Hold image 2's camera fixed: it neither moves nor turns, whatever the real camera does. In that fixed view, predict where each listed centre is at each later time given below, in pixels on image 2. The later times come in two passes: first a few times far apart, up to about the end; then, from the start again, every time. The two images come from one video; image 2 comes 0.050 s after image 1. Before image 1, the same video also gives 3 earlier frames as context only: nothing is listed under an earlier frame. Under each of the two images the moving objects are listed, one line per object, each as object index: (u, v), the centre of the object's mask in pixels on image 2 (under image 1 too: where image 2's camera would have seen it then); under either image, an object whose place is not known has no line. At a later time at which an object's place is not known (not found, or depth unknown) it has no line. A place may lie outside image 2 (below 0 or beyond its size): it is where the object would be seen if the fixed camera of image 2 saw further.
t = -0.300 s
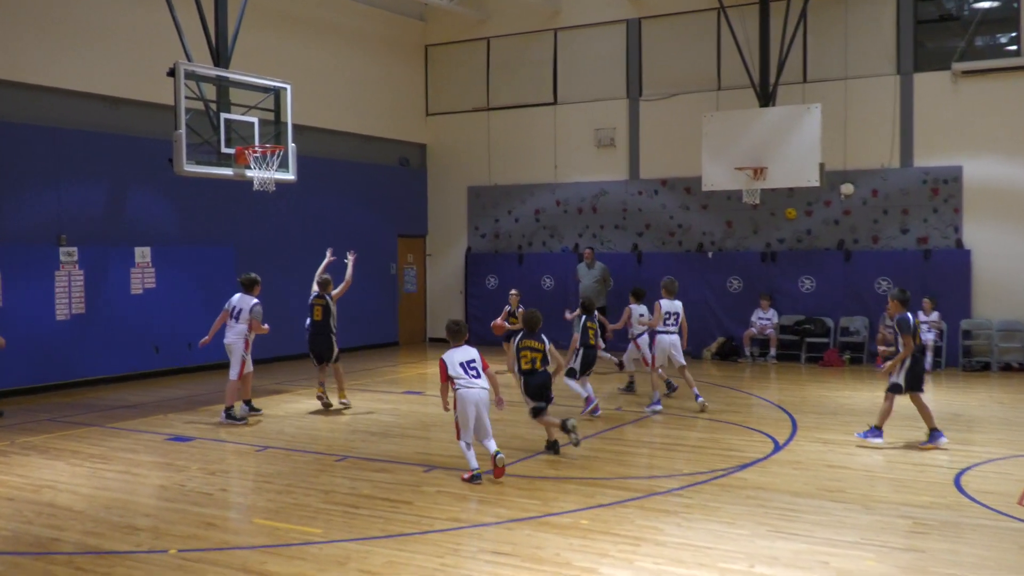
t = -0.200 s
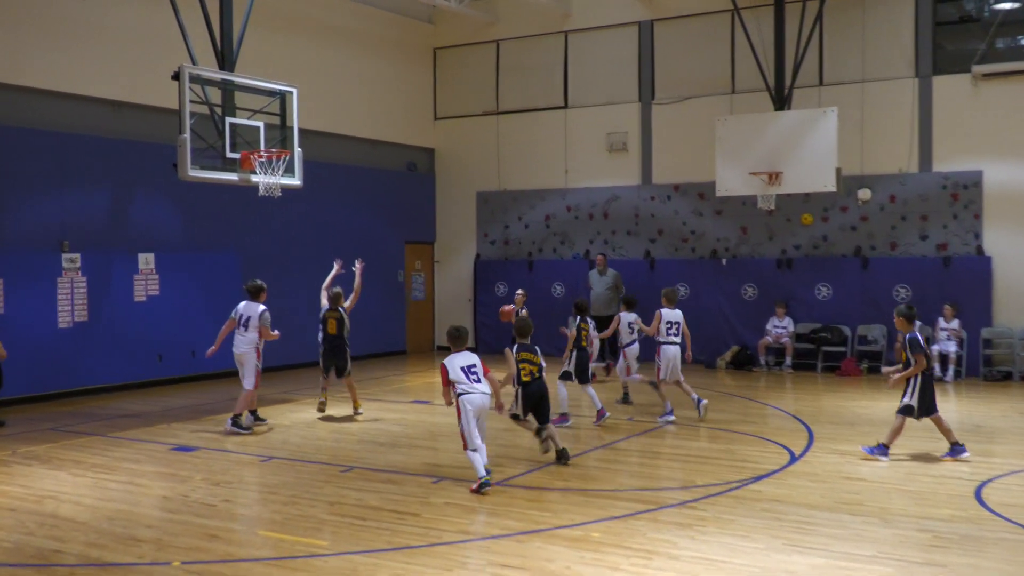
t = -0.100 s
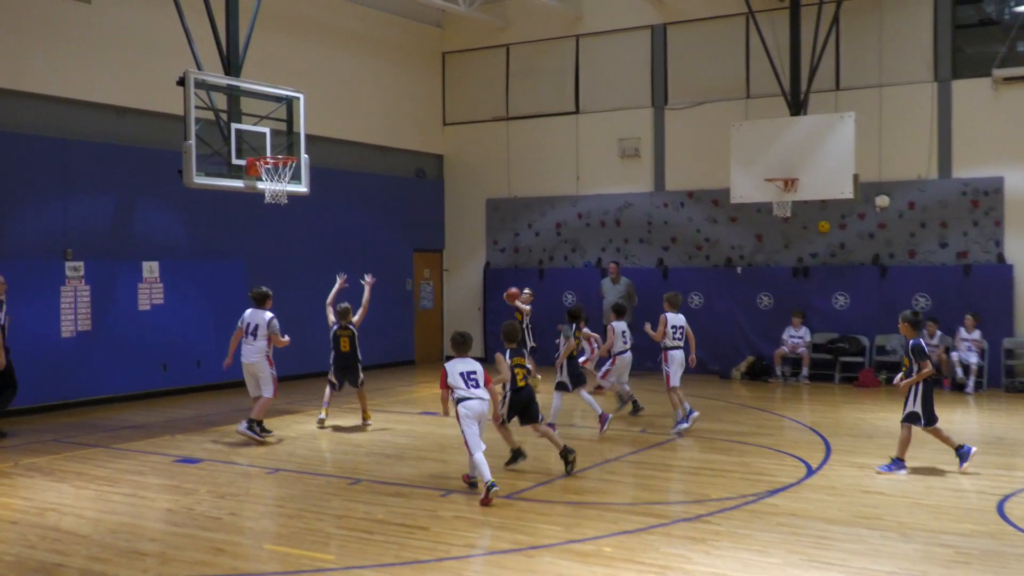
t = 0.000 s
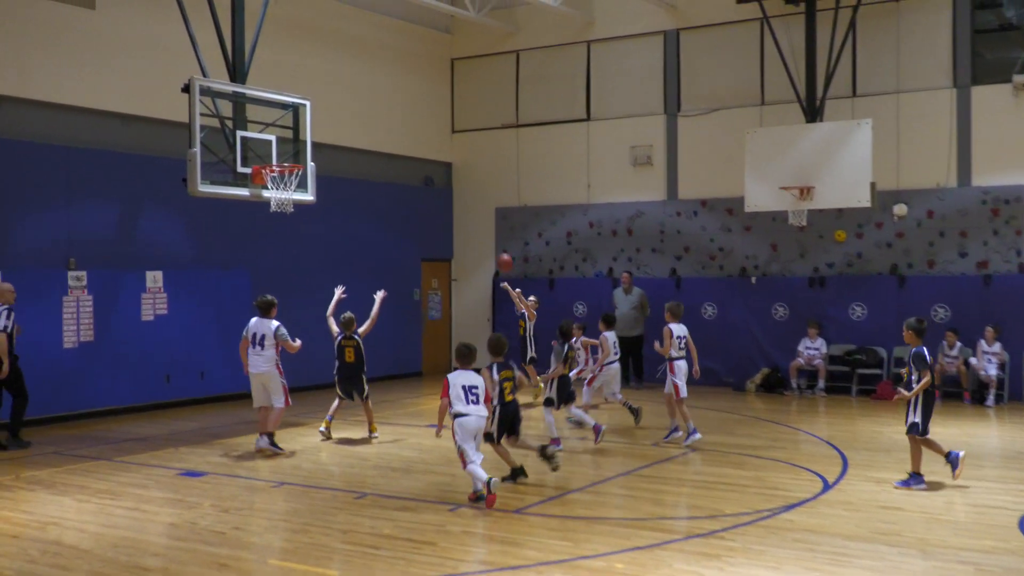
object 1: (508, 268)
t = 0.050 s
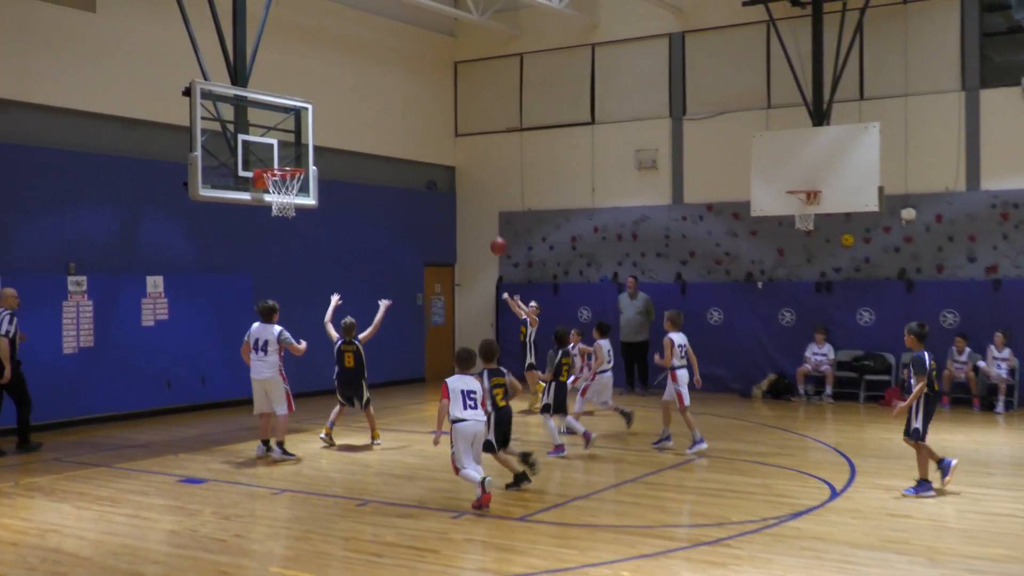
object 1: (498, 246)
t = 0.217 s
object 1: (463, 184)
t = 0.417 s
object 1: (419, 133)
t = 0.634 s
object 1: (367, 112)
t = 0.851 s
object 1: (311, 126)
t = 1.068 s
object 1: (276, 152)
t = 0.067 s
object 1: (495, 240)
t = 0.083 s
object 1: (491, 233)
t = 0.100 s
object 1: (488, 226)
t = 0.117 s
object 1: (484, 220)
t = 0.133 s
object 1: (481, 213)
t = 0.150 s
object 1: (477, 208)
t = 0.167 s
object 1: (474, 202)
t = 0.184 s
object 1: (470, 195)
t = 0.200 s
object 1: (467, 190)
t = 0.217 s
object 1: (463, 184)
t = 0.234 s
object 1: (459, 178)
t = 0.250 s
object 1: (456, 174)
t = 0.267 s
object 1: (453, 169)
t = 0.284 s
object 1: (449, 165)
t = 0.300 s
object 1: (445, 160)
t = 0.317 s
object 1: (441, 155)
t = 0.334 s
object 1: (437, 151)
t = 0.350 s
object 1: (434, 147)
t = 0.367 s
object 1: (430, 144)
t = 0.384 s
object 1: (426, 140)
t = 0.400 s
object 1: (423, 136)
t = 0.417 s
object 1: (419, 133)
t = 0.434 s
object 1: (415, 131)
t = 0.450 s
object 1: (411, 129)
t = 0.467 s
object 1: (407, 127)
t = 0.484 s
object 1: (404, 124)
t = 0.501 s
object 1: (400, 122)
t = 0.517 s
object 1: (396, 120)
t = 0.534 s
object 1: (391, 119)
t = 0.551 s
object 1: (387, 117)
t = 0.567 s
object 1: (383, 116)
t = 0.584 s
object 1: (379, 115)
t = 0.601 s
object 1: (375, 114)
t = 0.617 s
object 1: (371, 113)
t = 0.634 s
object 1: (367, 112)
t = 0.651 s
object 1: (363, 112)
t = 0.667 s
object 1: (359, 112)
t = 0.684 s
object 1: (355, 112)
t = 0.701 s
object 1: (350, 113)
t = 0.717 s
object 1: (346, 113)
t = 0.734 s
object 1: (342, 115)
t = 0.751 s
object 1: (338, 116)
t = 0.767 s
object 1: (333, 117)
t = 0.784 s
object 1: (329, 119)
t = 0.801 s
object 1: (324, 120)
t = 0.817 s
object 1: (320, 122)
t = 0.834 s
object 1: (316, 124)
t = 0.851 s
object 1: (311, 126)
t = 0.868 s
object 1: (307, 129)
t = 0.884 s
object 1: (303, 132)
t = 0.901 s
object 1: (298, 135)
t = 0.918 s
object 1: (294, 138)
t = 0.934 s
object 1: (289, 142)
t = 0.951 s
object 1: (285, 146)
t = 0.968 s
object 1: (281, 150)
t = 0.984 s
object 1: (276, 154)
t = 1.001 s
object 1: (271, 159)
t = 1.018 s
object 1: (266, 163)
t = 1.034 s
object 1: (268, 161)
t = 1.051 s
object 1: (272, 157)
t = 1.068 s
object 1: (276, 152)
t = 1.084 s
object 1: (280, 148)
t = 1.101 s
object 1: (283, 144)
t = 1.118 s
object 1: (287, 140)
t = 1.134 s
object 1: (290, 137)
